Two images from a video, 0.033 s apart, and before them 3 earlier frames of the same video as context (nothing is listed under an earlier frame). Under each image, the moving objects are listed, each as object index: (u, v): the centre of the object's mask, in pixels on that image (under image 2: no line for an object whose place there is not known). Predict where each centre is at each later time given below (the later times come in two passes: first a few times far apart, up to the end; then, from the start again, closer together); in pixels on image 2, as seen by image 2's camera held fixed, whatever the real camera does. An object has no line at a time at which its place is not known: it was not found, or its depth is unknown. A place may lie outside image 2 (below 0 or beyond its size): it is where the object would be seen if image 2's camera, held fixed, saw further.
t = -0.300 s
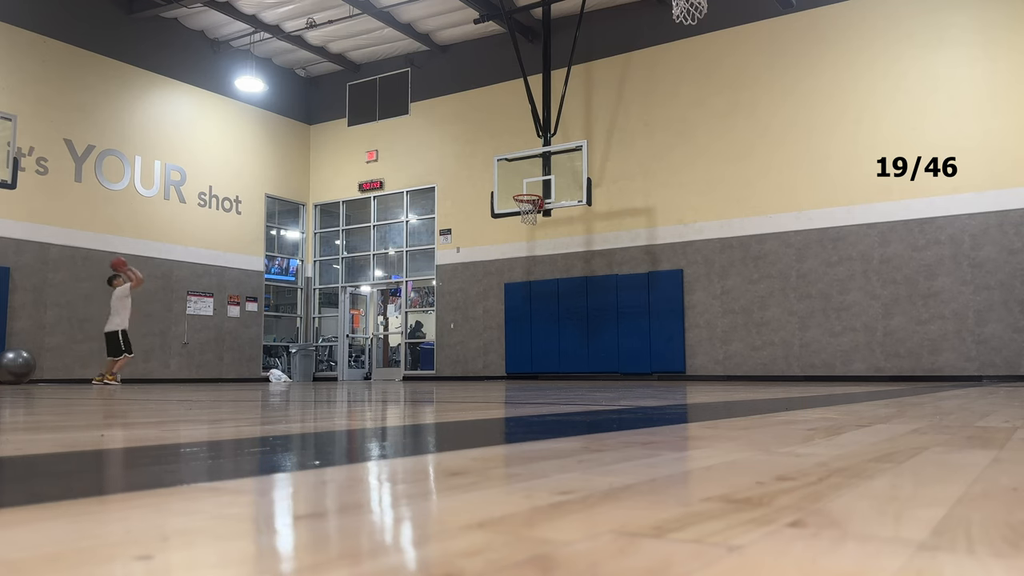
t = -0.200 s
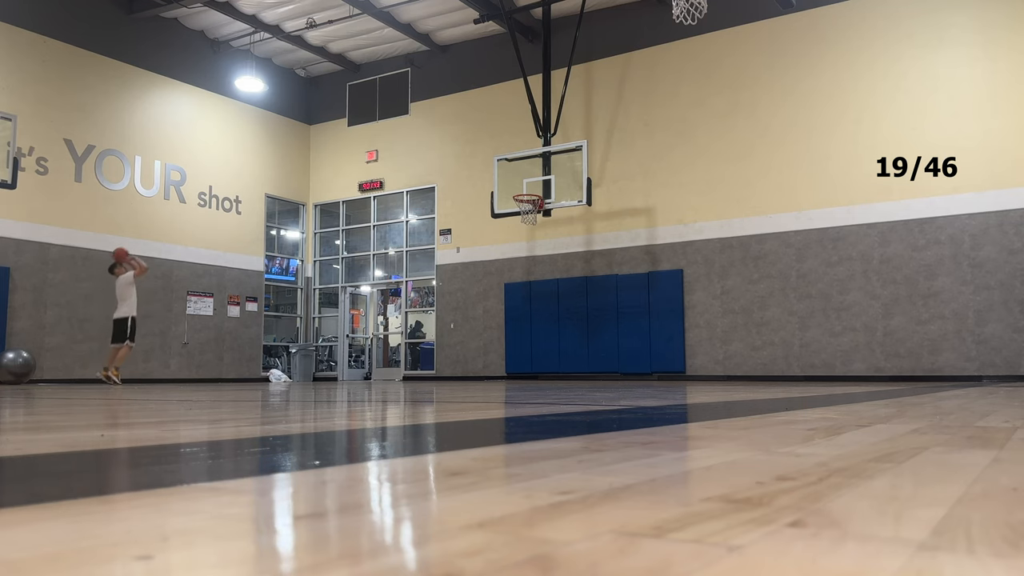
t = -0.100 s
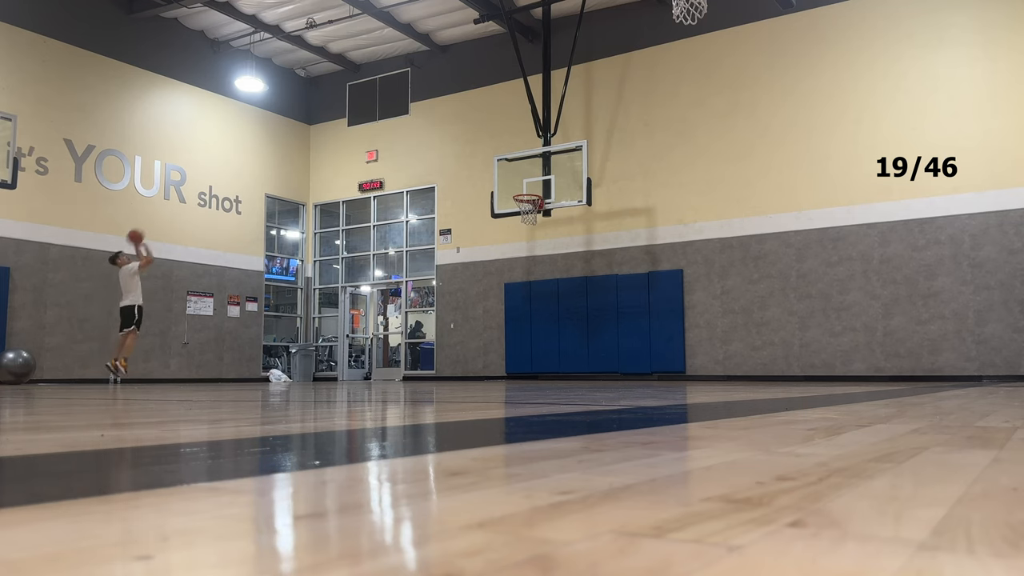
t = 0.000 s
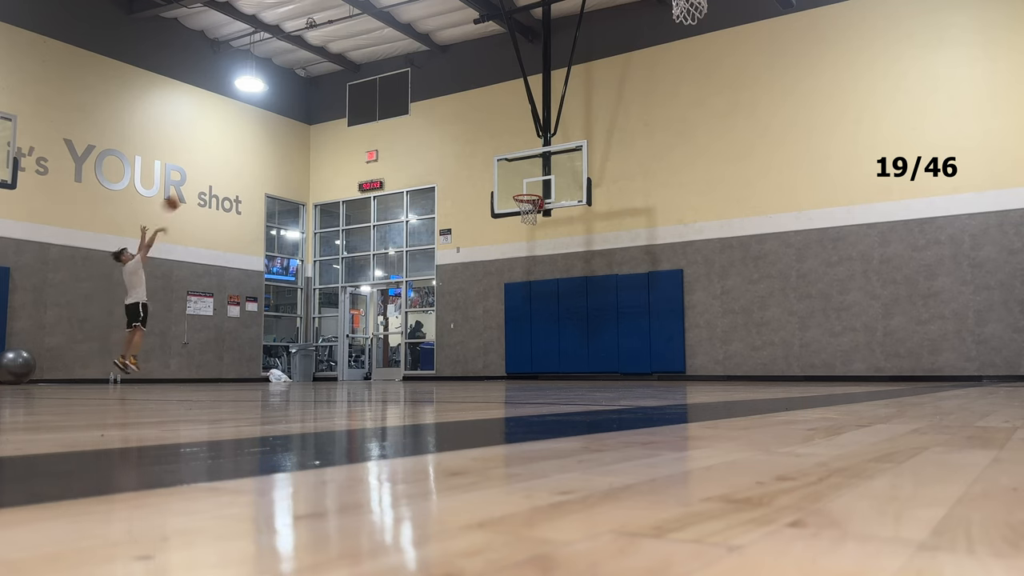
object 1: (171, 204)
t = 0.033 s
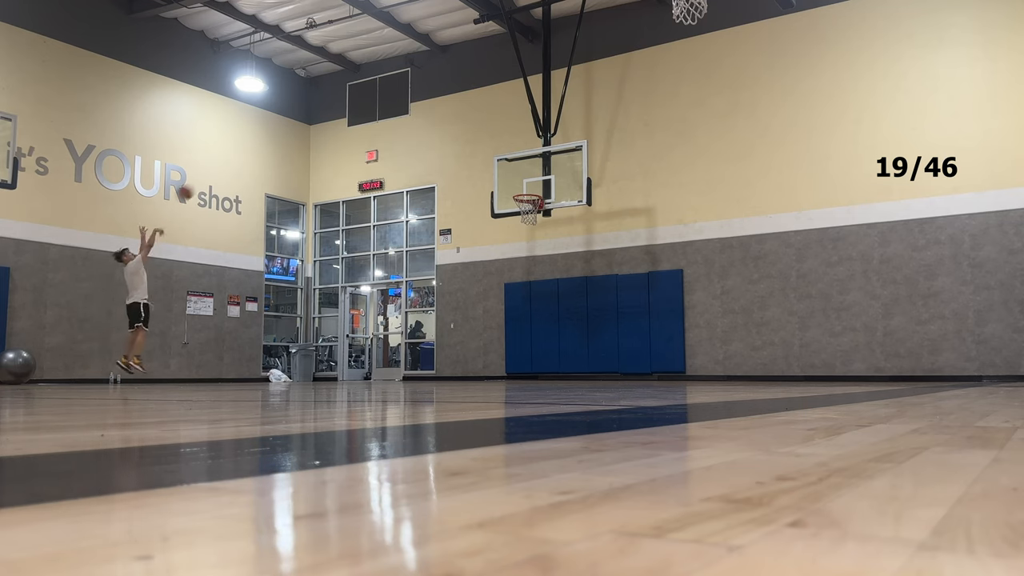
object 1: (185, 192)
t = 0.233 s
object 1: (266, 146)
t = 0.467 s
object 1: (352, 125)
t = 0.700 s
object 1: (432, 137)
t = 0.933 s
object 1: (508, 178)
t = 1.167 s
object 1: (518, 206)
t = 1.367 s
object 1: (526, 214)
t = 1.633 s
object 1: (539, 255)
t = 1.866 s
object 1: (552, 323)
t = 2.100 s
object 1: (563, 346)
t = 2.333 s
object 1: (572, 305)
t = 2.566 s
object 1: (581, 297)
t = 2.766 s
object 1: (590, 314)
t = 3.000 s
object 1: (600, 366)
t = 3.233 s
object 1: (609, 339)
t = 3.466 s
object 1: (629, 356)
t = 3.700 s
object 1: (647, 351)
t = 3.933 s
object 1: (666, 359)
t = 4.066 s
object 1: (678, 366)
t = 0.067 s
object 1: (199, 182)
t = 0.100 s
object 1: (212, 174)
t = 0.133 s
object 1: (226, 166)
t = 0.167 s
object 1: (239, 158)
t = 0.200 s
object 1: (253, 152)
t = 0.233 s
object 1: (266, 146)
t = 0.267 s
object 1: (278, 141)
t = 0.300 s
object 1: (291, 137)
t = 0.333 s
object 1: (303, 134)
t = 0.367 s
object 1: (316, 131)
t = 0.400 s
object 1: (328, 128)
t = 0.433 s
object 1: (340, 126)
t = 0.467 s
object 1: (352, 125)
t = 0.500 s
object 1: (364, 125)
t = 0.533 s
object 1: (376, 126)
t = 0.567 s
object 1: (387, 126)
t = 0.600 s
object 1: (399, 128)
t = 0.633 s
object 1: (410, 130)
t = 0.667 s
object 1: (422, 133)
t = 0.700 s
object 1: (432, 137)
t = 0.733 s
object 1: (444, 141)
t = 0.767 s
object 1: (455, 146)
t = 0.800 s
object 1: (466, 151)
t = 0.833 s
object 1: (476, 157)
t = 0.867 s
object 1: (486, 163)
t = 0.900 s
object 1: (497, 170)
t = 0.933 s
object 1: (508, 178)
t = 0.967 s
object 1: (518, 185)
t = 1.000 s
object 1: (530, 193)
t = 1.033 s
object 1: (530, 196)
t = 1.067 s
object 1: (527, 197)
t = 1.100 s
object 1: (521, 201)
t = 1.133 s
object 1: (522, 206)
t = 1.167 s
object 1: (518, 206)
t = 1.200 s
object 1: (518, 209)
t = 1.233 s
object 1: (521, 209)
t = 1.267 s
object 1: (520, 211)
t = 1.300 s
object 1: (521, 213)
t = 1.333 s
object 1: (524, 212)
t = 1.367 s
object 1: (526, 214)
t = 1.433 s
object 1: (530, 224)
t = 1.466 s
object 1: (530, 227)
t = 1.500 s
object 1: (532, 230)
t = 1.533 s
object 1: (534, 235)
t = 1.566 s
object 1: (536, 241)
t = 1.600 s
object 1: (537, 248)
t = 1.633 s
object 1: (539, 255)
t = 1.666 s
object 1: (541, 263)
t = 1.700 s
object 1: (543, 271)
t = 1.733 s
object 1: (545, 281)
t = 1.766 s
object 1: (546, 290)
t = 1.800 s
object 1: (548, 300)
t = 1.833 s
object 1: (550, 312)
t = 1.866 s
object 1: (552, 323)
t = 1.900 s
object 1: (554, 336)
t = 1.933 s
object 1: (556, 349)
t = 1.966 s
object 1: (558, 363)
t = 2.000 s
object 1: (559, 373)
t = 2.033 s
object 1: (561, 364)
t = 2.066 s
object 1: (562, 355)
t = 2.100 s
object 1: (563, 346)
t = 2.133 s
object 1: (564, 339)
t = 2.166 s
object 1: (565, 332)
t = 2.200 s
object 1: (566, 325)
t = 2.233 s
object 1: (568, 319)
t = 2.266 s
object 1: (569, 314)
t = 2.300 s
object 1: (570, 309)
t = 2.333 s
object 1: (572, 305)
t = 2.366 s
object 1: (573, 302)
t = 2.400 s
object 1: (575, 300)
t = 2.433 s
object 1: (576, 298)
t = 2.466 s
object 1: (577, 296)
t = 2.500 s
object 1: (579, 296)
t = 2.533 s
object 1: (580, 296)
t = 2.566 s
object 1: (581, 297)
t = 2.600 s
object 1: (583, 298)
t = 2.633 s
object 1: (584, 299)
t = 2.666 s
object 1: (585, 302)
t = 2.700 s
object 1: (587, 305)
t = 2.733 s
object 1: (589, 309)
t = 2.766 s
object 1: (590, 314)
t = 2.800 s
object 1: (591, 319)
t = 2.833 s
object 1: (593, 325)
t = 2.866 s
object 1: (594, 332)
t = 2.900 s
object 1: (595, 339)
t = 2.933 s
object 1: (597, 347)
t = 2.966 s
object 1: (599, 357)
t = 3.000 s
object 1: (600, 366)
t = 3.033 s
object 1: (601, 373)
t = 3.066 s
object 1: (603, 366)
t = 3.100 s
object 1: (604, 360)
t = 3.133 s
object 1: (605, 353)
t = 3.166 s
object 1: (607, 348)
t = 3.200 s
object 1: (608, 343)
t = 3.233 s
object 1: (609, 339)
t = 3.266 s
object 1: (612, 333)
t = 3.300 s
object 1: (615, 330)
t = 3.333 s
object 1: (617, 330)
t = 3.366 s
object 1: (620, 332)
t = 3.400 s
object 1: (623, 337)
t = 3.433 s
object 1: (626, 345)
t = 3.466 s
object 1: (629, 356)
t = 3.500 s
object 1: (632, 370)
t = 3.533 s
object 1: (635, 366)
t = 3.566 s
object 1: (637, 358)
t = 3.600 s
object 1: (639, 352)
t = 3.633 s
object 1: (642, 349)
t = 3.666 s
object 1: (644, 349)
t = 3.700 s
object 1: (647, 351)
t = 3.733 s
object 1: (650, 357)
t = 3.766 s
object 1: (653, 365)
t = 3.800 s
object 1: (656, 372)
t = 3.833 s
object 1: (658, 365)
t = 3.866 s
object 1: (661, 361)
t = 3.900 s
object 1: (664, 359)
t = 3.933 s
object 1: (666, 359)
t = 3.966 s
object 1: (669, 363)
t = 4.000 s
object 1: (673, 369)
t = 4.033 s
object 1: (675, 370)
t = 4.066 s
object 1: (678, 366)
